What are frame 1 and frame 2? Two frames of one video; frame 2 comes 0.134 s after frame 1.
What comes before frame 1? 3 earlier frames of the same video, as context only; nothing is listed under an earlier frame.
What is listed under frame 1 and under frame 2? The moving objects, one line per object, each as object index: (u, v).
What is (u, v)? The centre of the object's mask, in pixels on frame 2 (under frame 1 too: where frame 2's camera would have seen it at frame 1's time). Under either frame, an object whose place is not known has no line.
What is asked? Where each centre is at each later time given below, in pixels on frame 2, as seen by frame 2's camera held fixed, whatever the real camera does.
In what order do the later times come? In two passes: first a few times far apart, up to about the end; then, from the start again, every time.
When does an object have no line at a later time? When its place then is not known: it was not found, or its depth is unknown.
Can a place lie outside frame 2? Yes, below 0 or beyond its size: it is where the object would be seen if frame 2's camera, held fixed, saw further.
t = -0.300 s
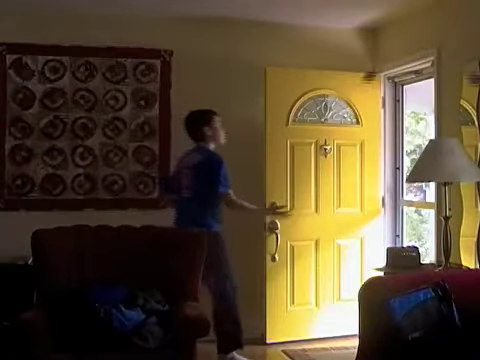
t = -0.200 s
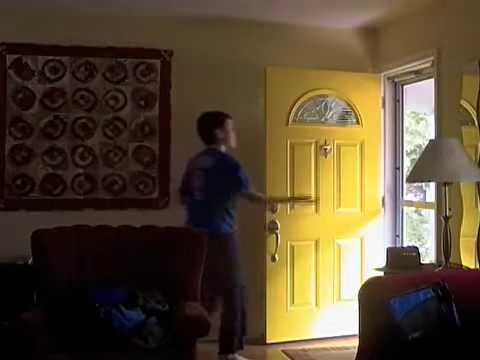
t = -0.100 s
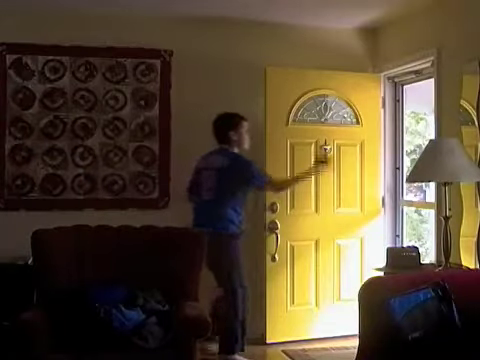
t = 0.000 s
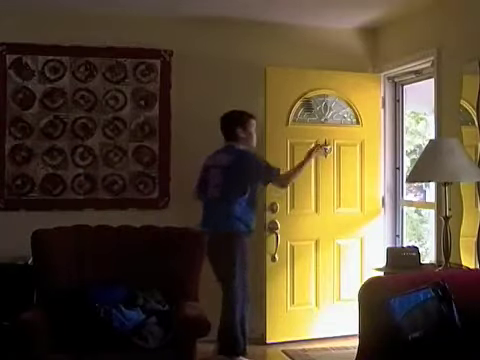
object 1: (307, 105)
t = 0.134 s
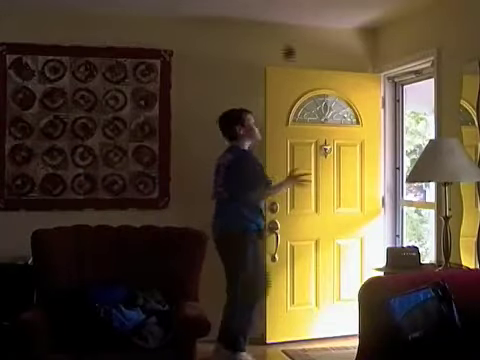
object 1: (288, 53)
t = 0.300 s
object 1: (265, 26)
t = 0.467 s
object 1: (241, 39)
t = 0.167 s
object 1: (284, 44)
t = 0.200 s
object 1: (279, 38)
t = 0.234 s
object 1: (274, 32)
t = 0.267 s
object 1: (271, 28)
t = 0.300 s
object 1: (265, 26)
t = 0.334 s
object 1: (261, 25)
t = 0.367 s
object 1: (256, 26)
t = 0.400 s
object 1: (251, 29)
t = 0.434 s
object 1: (247, 33)
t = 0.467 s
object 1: (241, 39)
